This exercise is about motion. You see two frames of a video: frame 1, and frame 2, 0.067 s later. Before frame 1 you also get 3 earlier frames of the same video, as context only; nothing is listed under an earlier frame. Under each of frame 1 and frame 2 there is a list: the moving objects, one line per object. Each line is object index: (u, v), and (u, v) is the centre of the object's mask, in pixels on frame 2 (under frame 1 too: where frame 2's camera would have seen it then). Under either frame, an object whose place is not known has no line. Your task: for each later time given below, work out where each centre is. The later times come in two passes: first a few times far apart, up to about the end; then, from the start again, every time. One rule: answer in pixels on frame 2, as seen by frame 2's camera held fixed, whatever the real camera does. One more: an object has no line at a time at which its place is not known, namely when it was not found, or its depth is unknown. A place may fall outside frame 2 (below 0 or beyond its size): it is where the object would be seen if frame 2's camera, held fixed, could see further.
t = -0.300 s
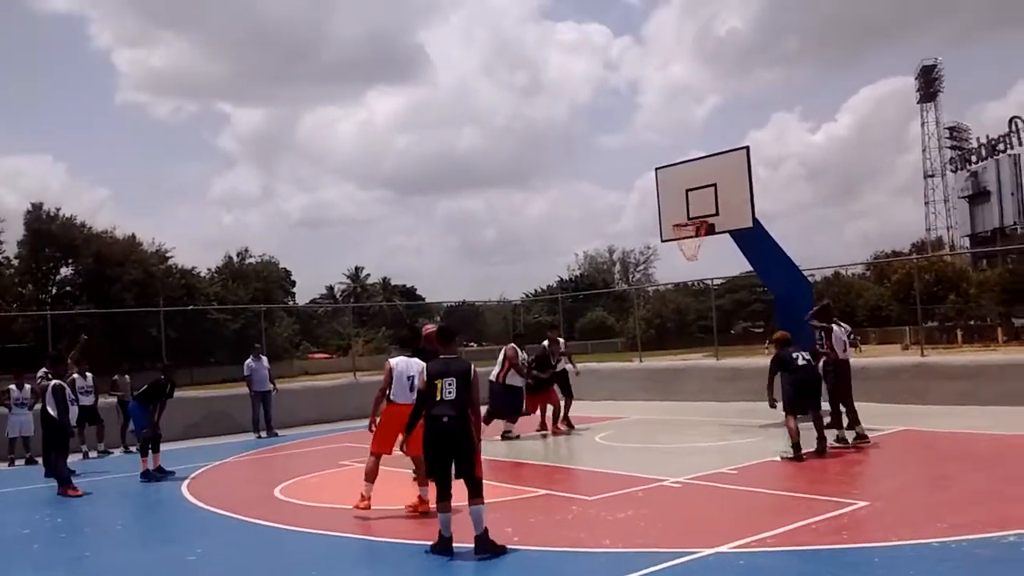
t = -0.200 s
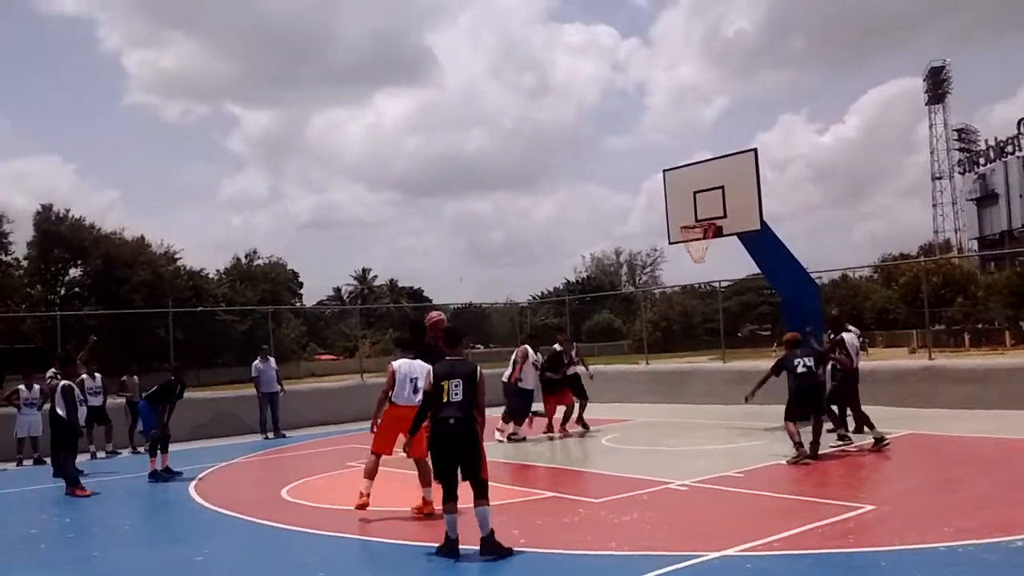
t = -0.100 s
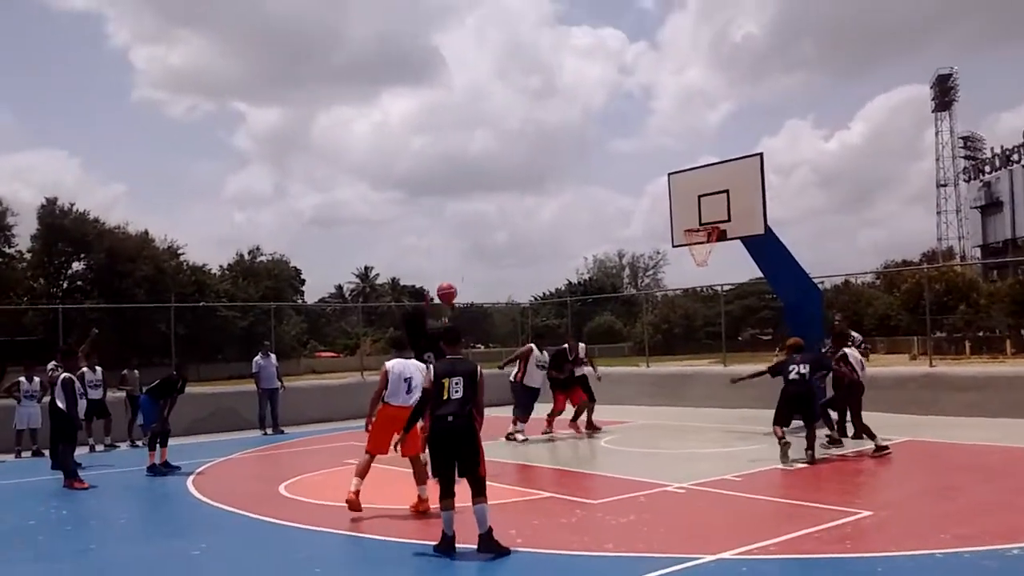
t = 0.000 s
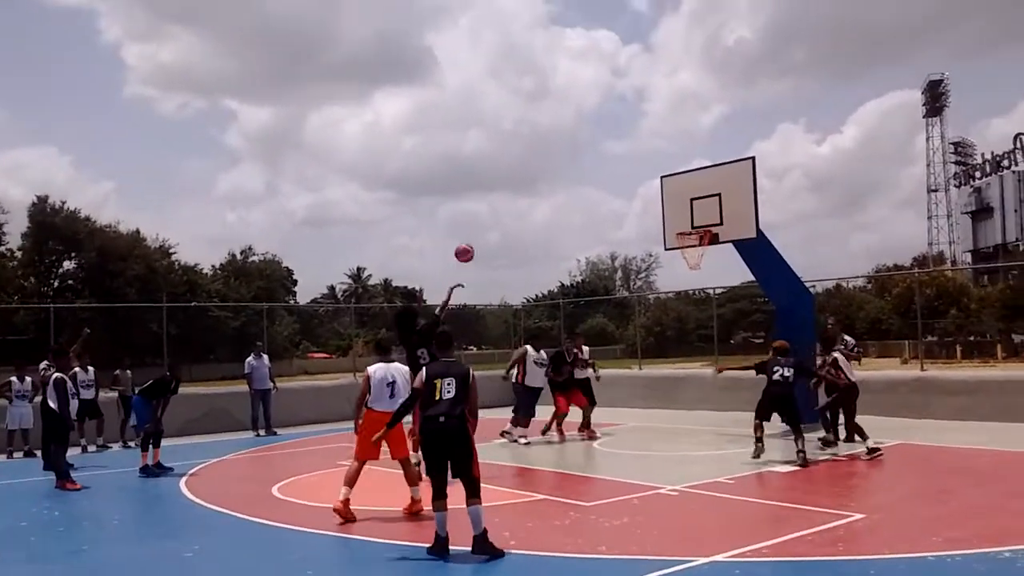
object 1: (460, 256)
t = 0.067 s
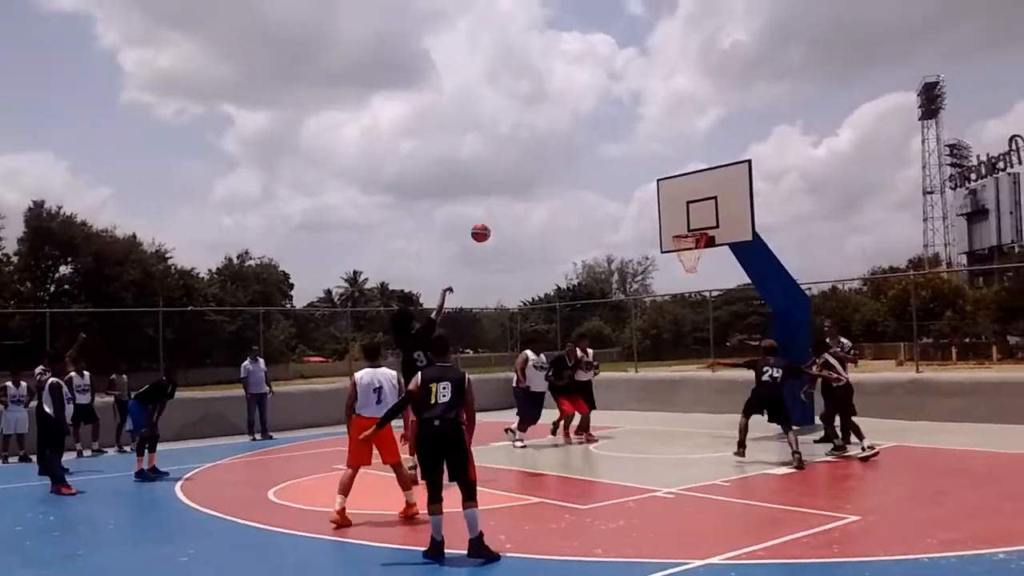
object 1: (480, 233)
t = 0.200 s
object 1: (518, 198)
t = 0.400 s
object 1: (568, 171)
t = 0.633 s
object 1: (623, 176)
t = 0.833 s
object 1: (667, 207)
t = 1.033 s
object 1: (703, 255)
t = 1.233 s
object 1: (695, 256)
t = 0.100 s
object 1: (490, 223)
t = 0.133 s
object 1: (499, 214)
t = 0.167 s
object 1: (509, 205)
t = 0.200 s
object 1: (518, 198)
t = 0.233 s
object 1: (525, 191)
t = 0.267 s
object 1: (534, 186)
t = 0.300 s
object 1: (543, 180)
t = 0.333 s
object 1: (551, 176)
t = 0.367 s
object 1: (560, 173)
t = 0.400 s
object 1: (568, 171)
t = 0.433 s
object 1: (576, 169)
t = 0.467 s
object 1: (584, 168)
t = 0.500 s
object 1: (592, 168)
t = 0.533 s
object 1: (599, 169)
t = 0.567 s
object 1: (607, 171)
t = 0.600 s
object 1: (615, 172)
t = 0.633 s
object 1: (623, 176)
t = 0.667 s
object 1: (630, 179)
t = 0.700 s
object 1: (637, 183)
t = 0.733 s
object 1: (644, 188)
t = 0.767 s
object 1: (651, 193)
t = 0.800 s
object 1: (659, 200)
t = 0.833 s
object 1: (667, 207)
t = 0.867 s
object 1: (673, 215)
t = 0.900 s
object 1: (680, 223)
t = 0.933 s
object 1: (686, 230)
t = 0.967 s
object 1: (692, 240)
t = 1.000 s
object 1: (700, 250)
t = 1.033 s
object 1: (703, 255)
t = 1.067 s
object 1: (703, 257)
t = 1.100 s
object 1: (702, 256)
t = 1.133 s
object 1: (700, 255)
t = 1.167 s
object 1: (698, 255)
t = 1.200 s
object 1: (697, 255)
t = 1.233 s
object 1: (695, 256)
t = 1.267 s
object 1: (693, 258)
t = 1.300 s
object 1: (691, 261)
